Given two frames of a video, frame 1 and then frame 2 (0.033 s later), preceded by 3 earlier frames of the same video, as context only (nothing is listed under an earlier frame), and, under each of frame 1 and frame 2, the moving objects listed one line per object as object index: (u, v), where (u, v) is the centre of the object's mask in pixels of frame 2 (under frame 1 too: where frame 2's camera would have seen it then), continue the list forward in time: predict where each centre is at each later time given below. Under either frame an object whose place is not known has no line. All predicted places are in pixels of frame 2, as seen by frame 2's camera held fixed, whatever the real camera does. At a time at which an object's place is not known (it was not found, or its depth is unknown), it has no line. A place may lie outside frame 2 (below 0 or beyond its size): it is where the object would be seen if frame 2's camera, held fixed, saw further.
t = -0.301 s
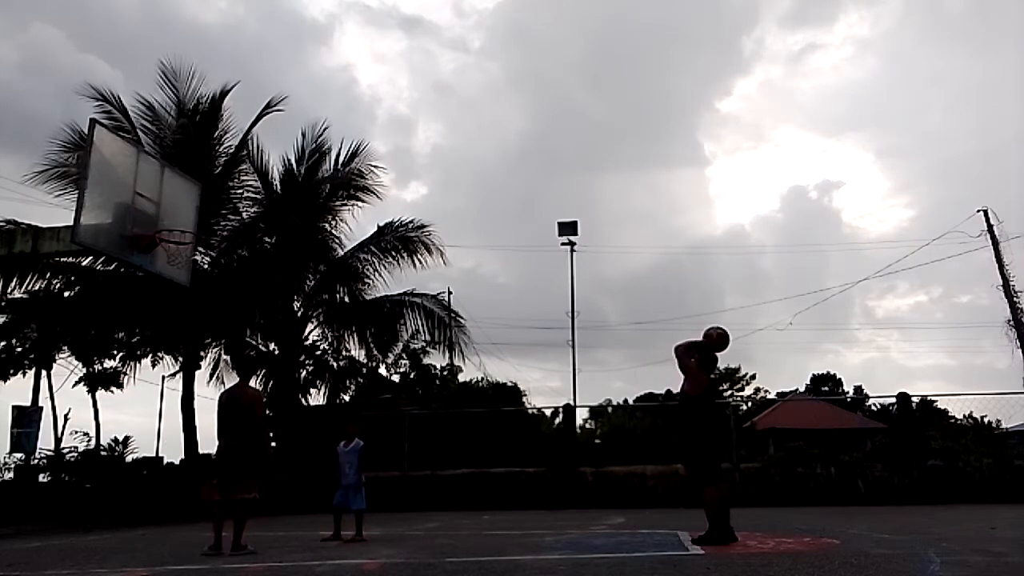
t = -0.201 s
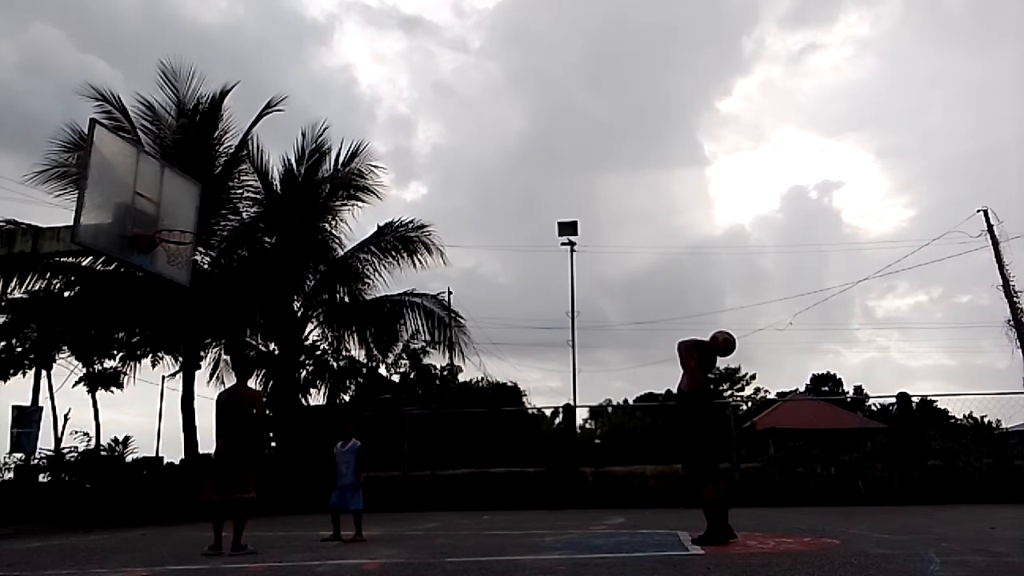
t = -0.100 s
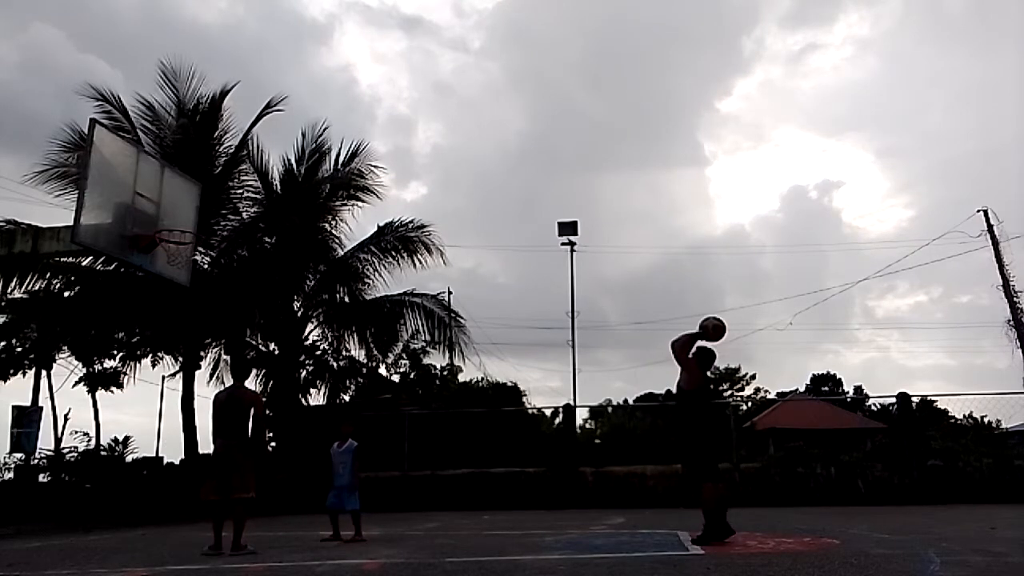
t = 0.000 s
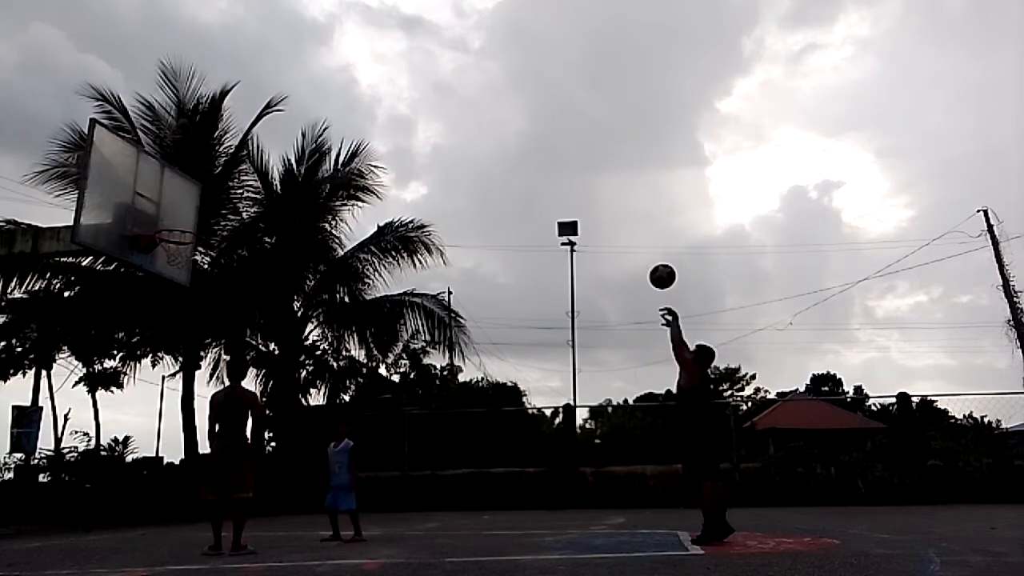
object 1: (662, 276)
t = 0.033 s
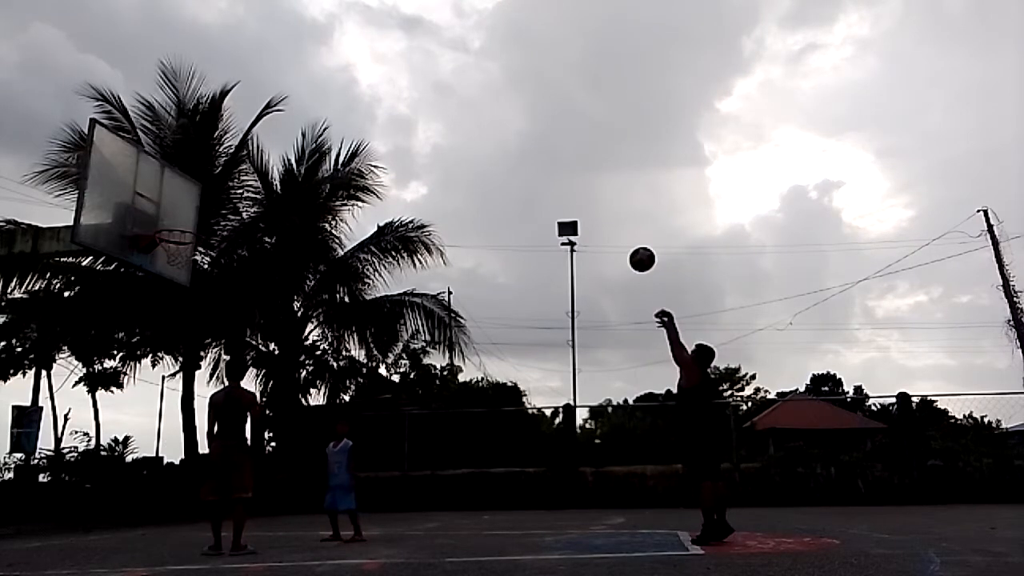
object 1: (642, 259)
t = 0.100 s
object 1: (602, 229)
